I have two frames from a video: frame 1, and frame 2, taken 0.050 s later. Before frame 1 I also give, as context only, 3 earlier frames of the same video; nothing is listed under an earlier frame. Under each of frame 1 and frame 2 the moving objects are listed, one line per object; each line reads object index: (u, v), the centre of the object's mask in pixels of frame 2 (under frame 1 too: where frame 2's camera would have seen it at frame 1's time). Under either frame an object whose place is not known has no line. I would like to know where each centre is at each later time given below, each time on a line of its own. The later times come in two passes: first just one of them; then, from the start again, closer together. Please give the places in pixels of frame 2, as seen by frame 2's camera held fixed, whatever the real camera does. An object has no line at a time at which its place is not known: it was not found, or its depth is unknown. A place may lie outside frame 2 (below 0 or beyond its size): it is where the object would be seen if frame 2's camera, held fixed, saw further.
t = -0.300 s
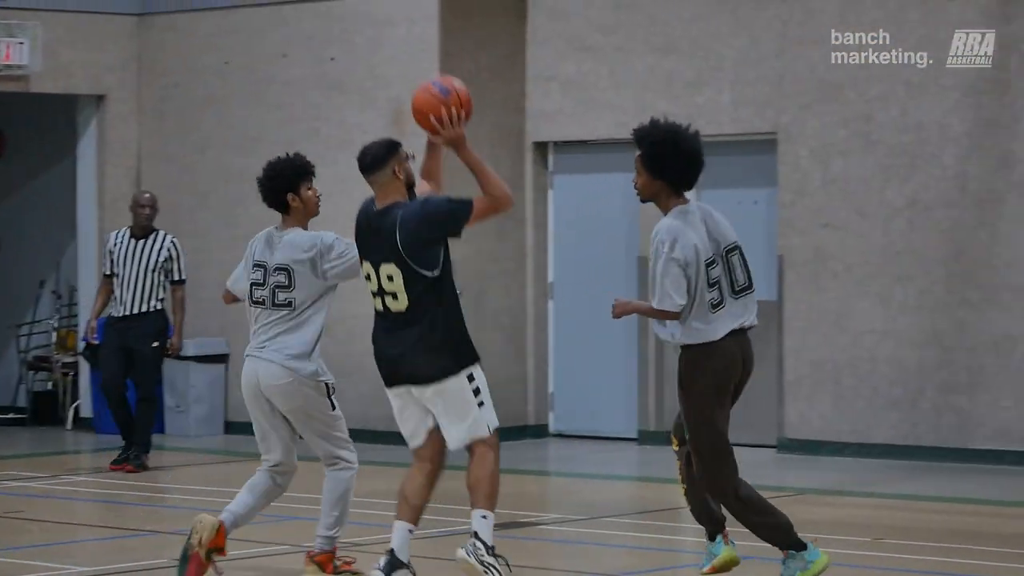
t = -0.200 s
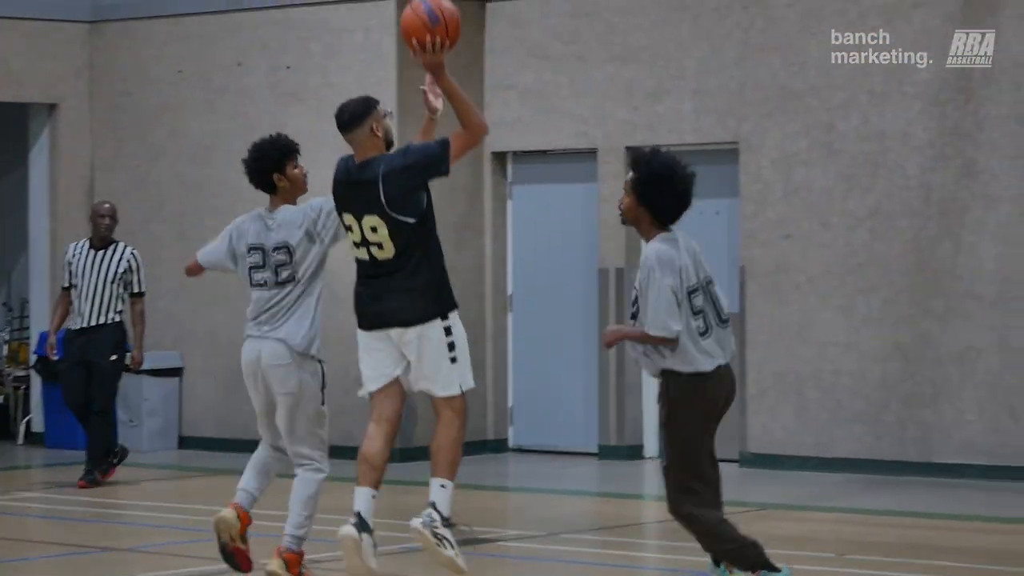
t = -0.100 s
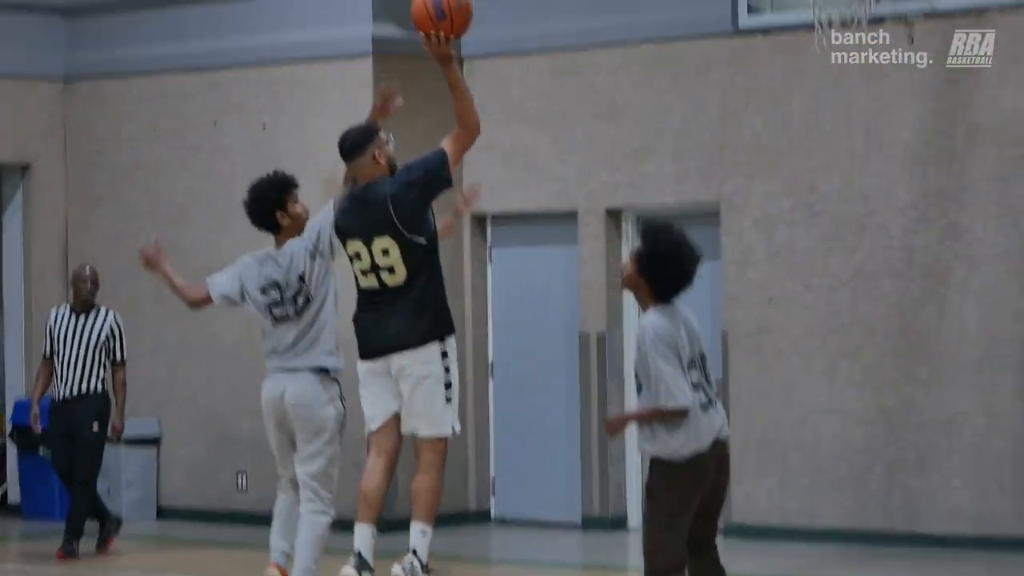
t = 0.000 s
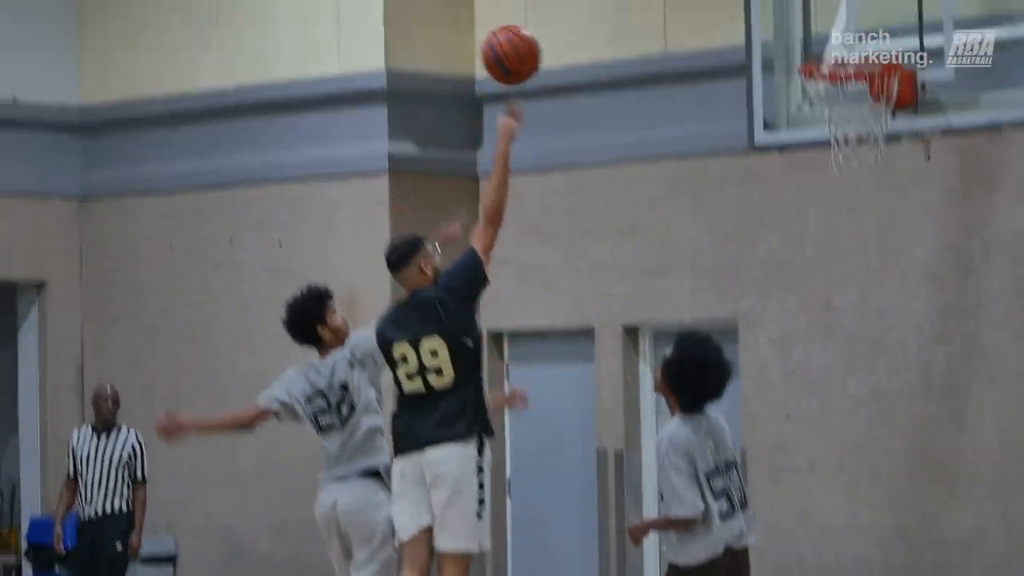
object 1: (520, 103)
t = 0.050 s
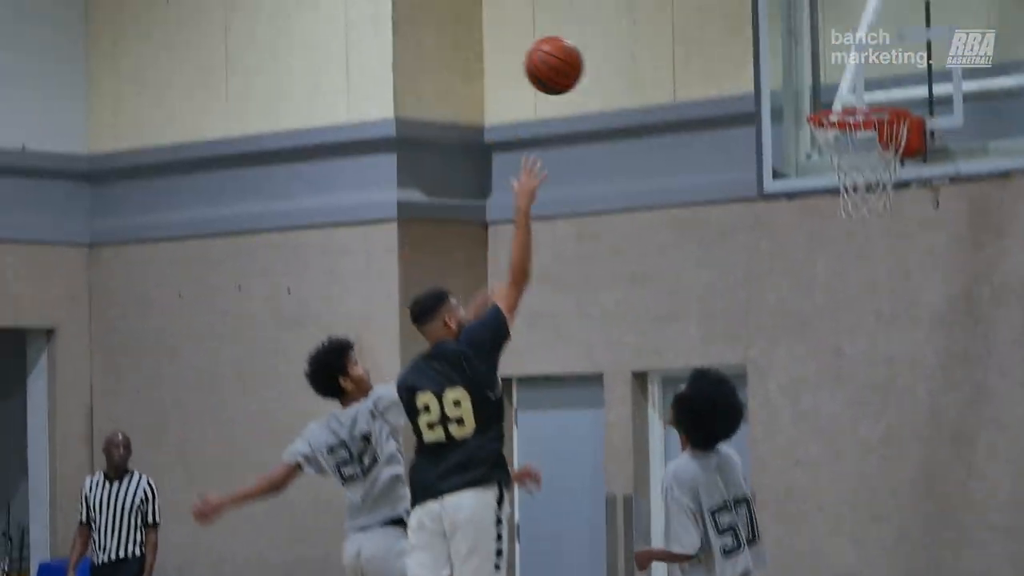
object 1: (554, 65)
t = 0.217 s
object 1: (661, -9)
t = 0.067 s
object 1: (565, 55)
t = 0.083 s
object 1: (576, 45)
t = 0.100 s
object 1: (587, 36)
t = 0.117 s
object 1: (597, 27)
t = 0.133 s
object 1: (608, 19)
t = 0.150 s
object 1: (619, 12)
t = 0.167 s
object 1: (630, 6)
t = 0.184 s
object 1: (640, 0)
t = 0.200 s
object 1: (651, -5)
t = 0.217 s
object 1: (661, -9)
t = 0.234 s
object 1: (671, -13)
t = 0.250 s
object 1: (681, -16)
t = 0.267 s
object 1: (691, -19)
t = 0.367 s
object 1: (748, -20)
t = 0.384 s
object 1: (758, -18)
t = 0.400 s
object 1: (767, -15)
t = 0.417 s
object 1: (776, -12)
